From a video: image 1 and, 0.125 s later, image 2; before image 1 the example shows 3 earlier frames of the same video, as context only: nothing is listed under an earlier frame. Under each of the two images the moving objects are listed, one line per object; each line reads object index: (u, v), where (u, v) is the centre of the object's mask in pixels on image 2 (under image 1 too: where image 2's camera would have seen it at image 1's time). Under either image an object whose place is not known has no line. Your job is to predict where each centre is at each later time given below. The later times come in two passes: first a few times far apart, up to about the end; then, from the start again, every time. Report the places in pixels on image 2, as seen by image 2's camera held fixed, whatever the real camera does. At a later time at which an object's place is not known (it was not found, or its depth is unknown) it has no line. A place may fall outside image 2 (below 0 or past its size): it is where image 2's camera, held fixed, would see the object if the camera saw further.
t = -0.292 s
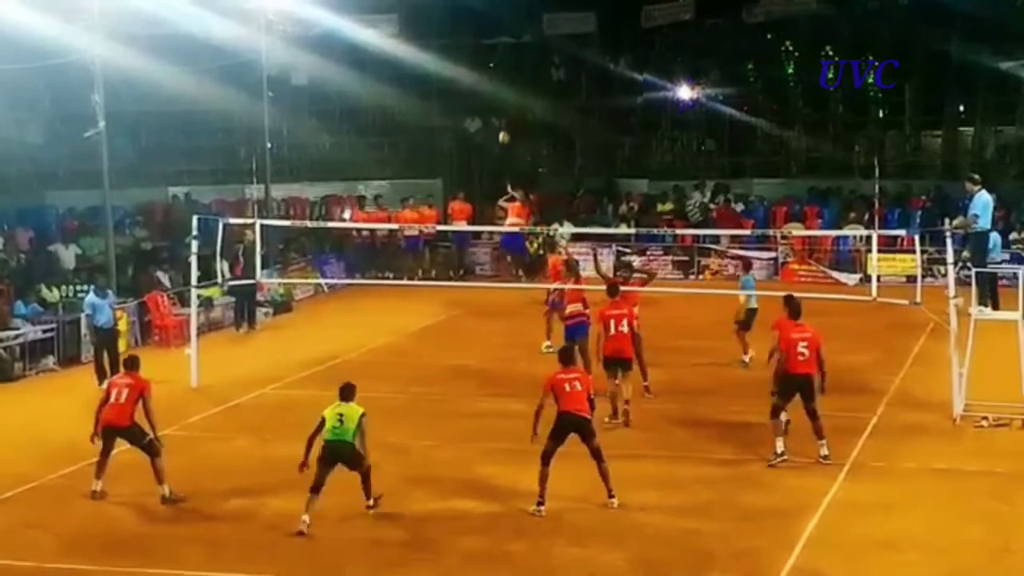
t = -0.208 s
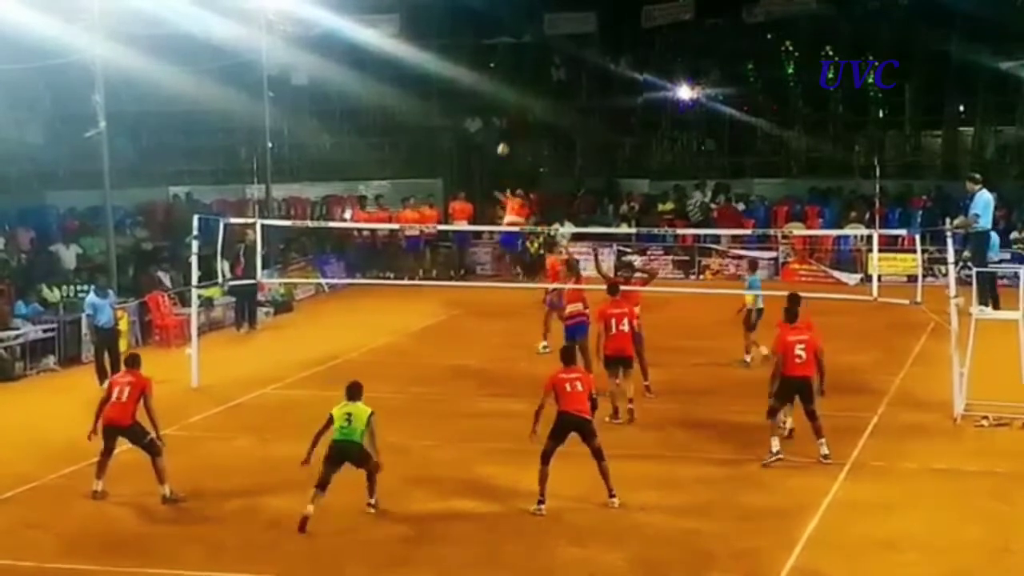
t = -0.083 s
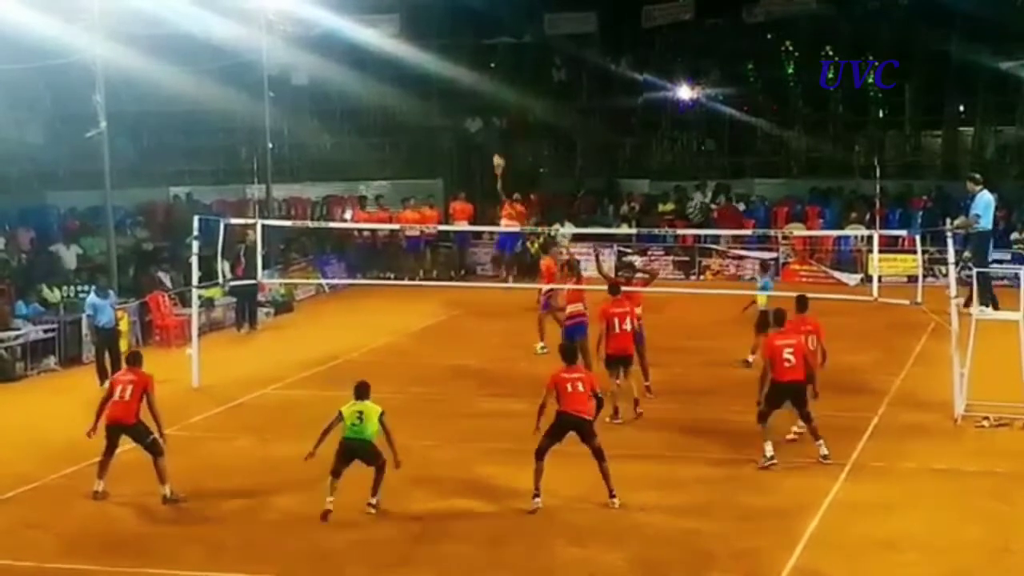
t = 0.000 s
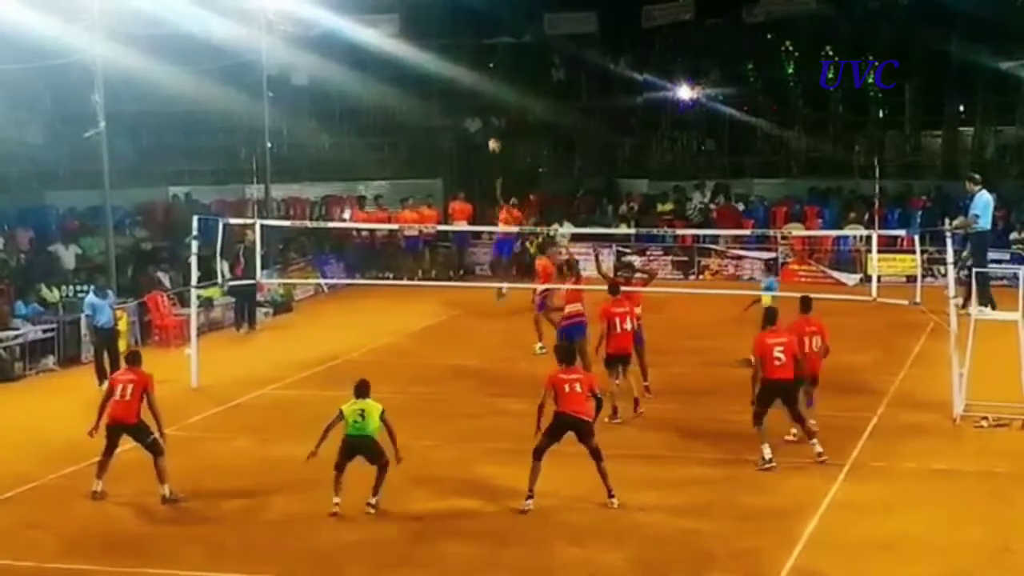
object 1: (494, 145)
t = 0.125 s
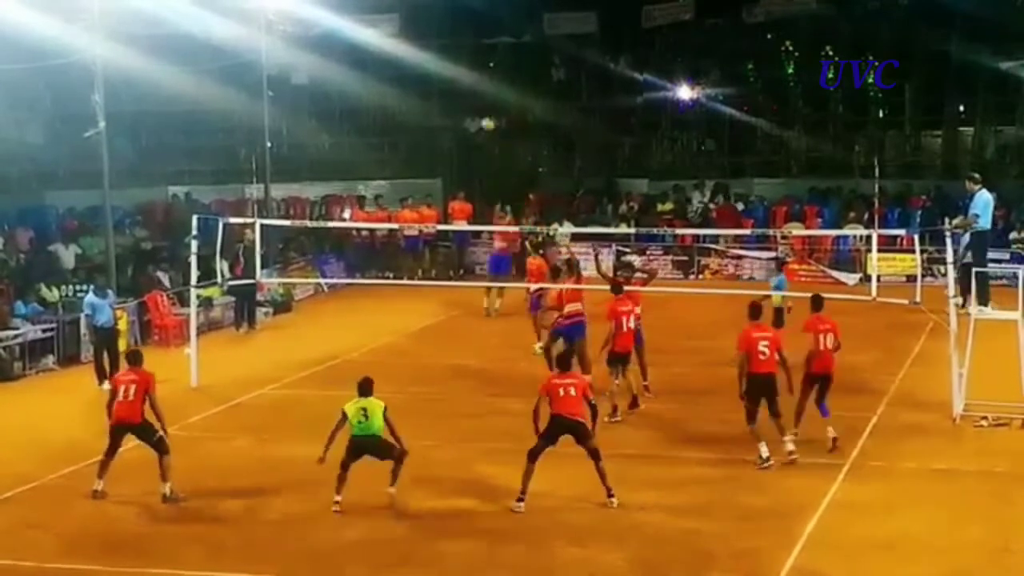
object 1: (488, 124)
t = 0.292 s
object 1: (479, 117)
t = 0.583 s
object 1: (469, 164)
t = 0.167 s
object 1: (486, 121)
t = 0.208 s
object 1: (486, 118)
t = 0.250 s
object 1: (482, 115)
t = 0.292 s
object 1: (479, 117)
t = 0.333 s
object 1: (478, 120)
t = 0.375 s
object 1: (476, 122)
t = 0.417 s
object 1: (475, 126)
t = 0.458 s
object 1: (474, 131)
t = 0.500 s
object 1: (470, 145)
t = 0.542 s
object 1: (469, 155)
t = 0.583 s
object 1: (469, 164)
